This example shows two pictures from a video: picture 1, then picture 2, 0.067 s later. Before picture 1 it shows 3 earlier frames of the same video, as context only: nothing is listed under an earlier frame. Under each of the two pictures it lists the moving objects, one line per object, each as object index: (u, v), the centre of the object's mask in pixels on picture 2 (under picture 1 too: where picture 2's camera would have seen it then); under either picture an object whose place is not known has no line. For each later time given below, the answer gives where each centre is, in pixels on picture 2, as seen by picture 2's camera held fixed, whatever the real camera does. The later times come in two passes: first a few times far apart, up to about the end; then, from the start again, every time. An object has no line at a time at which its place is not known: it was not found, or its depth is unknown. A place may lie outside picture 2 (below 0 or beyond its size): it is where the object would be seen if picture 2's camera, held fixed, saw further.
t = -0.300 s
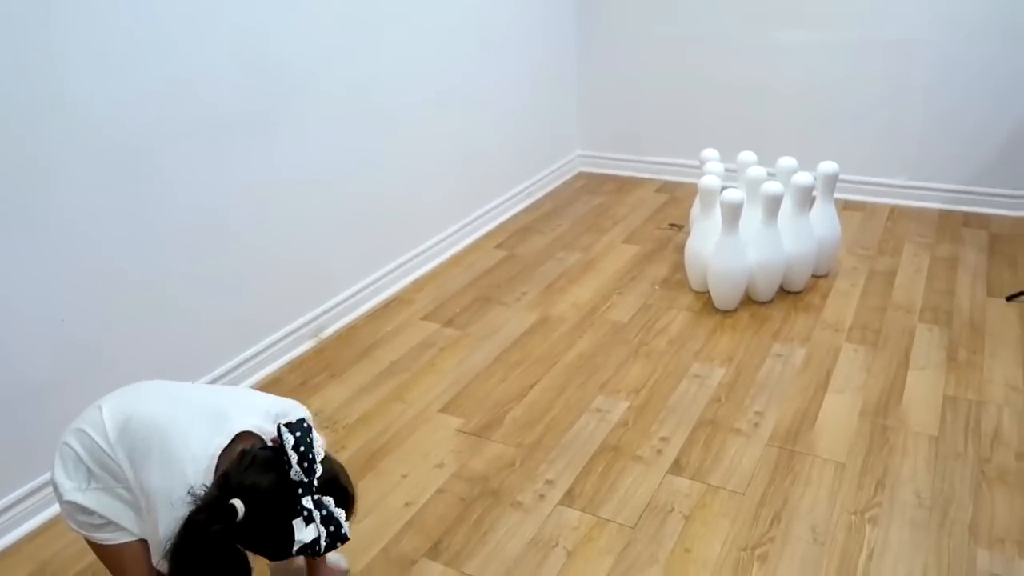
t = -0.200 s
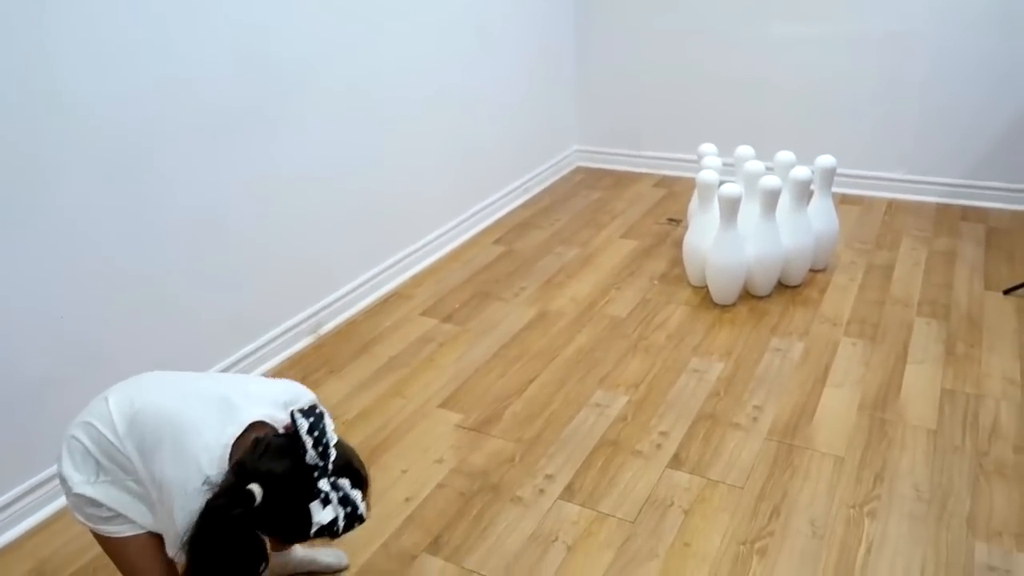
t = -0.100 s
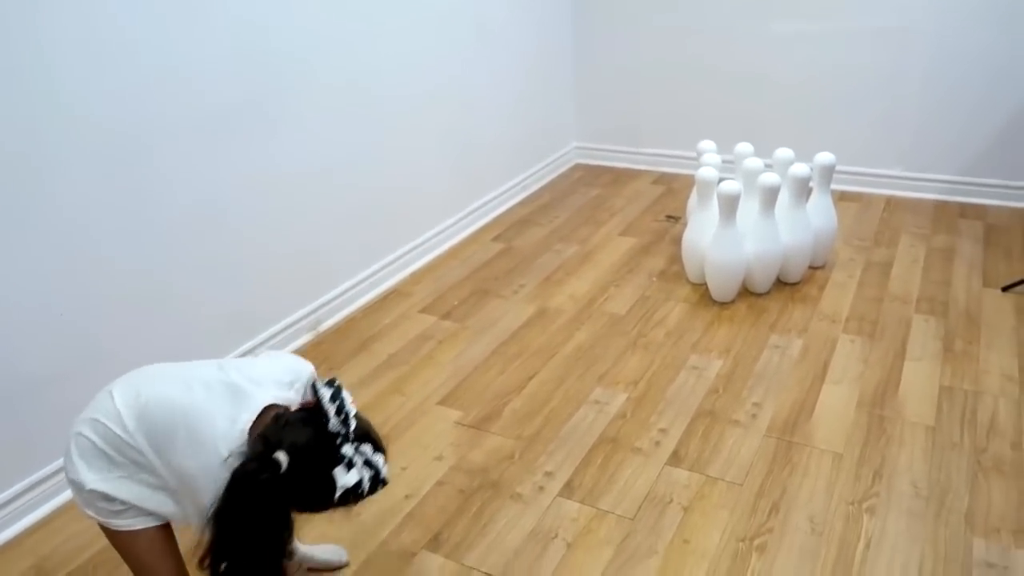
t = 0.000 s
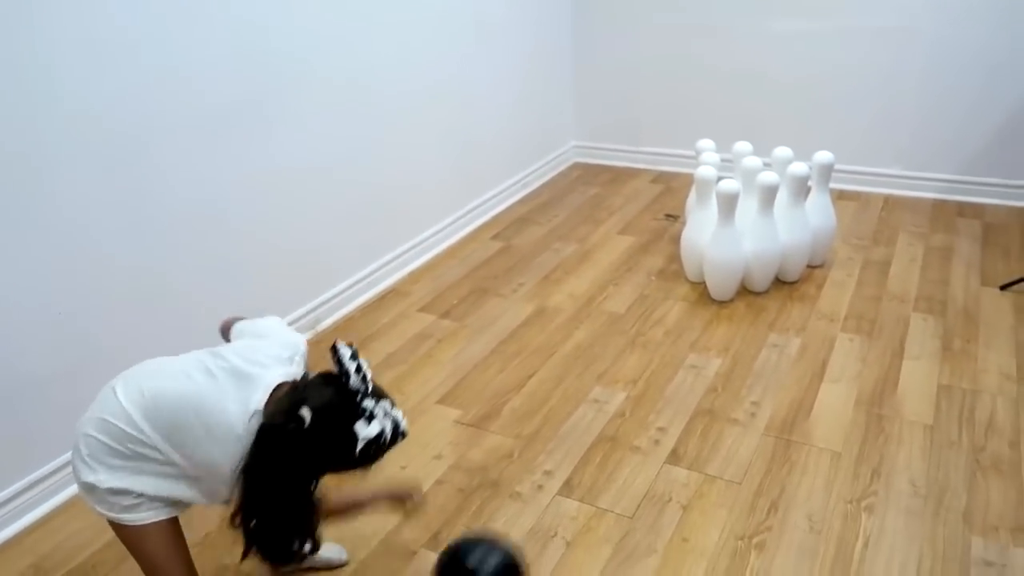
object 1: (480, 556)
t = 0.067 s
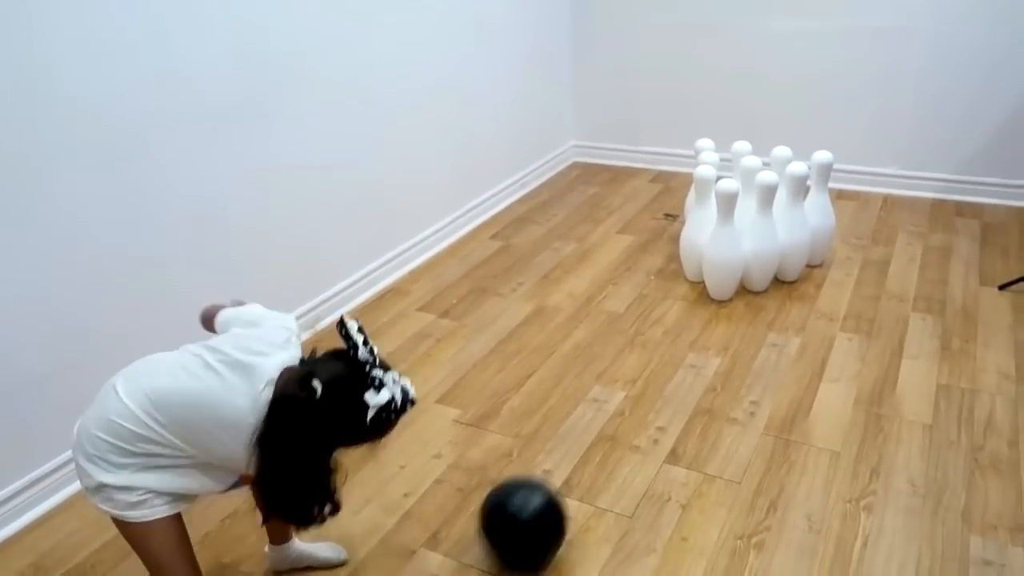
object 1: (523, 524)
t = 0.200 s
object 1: (585, 436)
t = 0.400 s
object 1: (645, 344)
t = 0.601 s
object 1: (678, 285)
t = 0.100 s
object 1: (541, 498)
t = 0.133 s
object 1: (557, 475)
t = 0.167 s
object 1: (571, 455)
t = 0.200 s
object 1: (585, 436)
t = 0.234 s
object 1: (597, 418)
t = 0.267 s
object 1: (609, 402)
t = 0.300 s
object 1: (619, 385)
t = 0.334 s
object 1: (629, 371)
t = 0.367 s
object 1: (638, 357)
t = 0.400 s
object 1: (645, 344)
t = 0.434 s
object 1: (652, 332)
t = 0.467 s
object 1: (658, 321)
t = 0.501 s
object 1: (663, 312)
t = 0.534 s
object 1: (668, 303)
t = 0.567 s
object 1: (673, 294)
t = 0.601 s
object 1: (678, 285)
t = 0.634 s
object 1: (677, 278)
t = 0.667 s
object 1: (671, 272)
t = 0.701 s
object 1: (663, 268)
